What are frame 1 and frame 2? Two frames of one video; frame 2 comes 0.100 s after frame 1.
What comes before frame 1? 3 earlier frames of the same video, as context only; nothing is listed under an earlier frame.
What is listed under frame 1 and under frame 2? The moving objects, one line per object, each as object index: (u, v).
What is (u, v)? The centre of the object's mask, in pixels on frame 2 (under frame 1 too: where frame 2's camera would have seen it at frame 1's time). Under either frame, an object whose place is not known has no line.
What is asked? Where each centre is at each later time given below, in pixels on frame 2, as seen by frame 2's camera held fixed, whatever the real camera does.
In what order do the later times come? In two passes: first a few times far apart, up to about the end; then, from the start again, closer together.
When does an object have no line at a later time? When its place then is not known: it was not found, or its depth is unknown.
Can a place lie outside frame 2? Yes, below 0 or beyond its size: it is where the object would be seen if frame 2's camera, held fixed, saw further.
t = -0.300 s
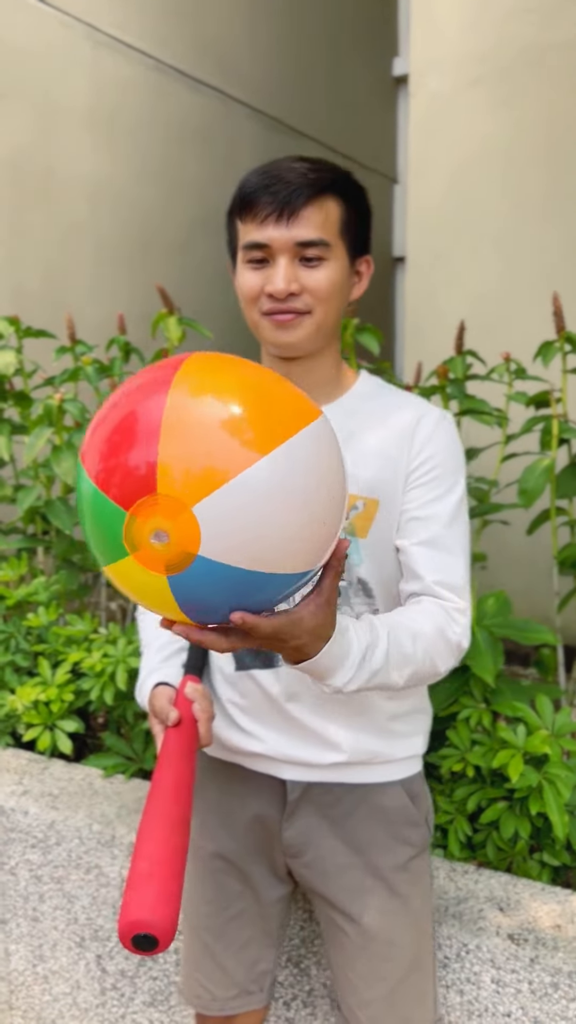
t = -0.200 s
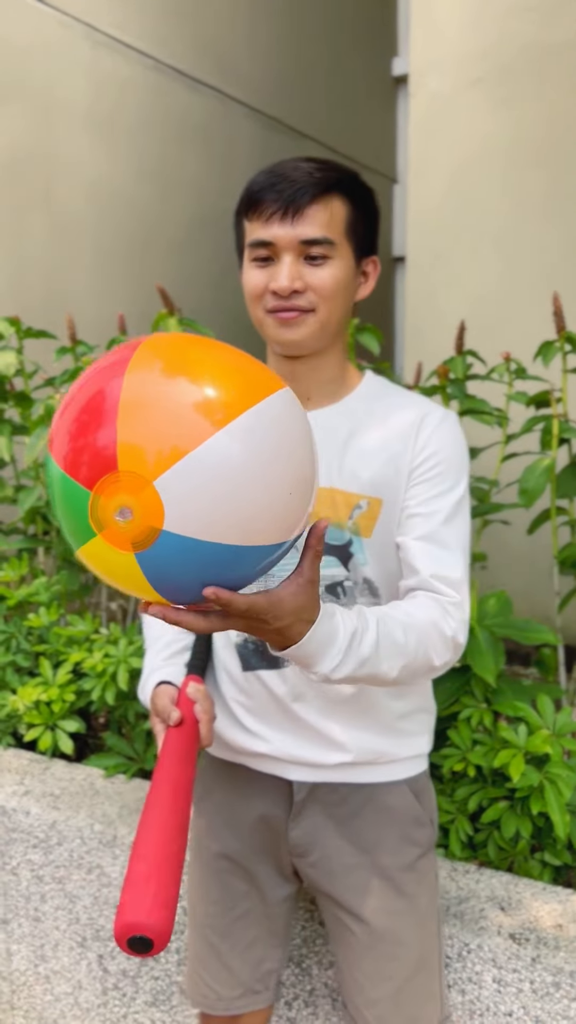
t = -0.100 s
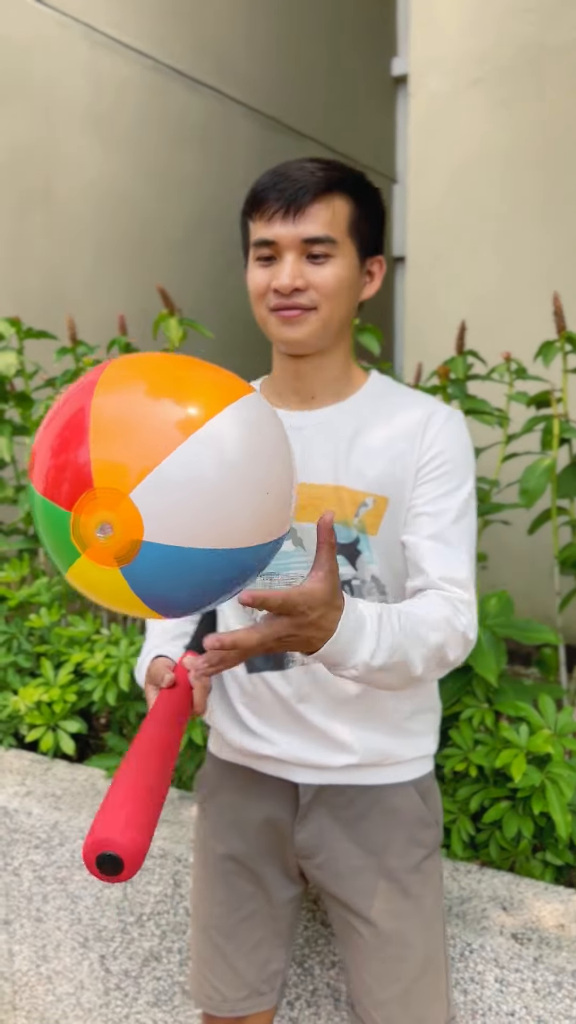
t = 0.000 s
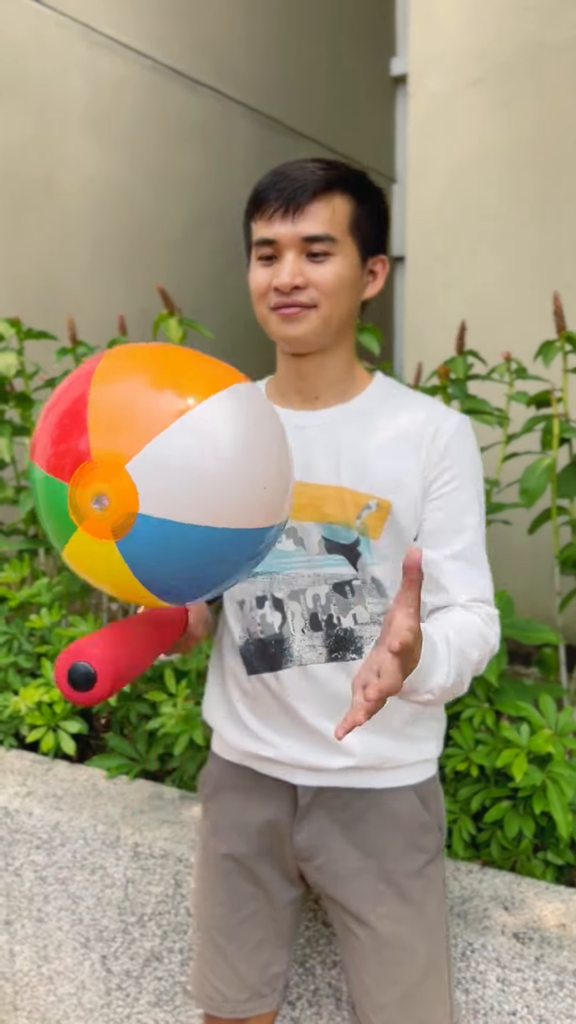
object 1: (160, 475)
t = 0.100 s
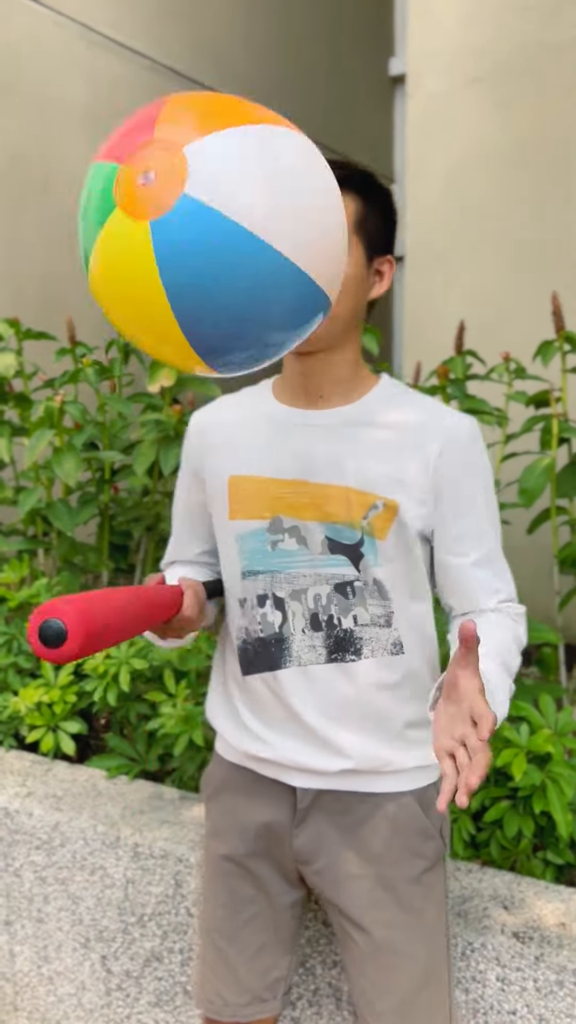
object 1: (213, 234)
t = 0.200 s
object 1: (271, 93)
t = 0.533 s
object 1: (463, 88)
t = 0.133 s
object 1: (231, 167)
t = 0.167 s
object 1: (251, 120)
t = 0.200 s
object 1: (271, 93)
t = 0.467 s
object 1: (427, 58)
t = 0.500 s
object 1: (446, 70)
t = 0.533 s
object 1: (463, 88)
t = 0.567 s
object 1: (478, 112)
